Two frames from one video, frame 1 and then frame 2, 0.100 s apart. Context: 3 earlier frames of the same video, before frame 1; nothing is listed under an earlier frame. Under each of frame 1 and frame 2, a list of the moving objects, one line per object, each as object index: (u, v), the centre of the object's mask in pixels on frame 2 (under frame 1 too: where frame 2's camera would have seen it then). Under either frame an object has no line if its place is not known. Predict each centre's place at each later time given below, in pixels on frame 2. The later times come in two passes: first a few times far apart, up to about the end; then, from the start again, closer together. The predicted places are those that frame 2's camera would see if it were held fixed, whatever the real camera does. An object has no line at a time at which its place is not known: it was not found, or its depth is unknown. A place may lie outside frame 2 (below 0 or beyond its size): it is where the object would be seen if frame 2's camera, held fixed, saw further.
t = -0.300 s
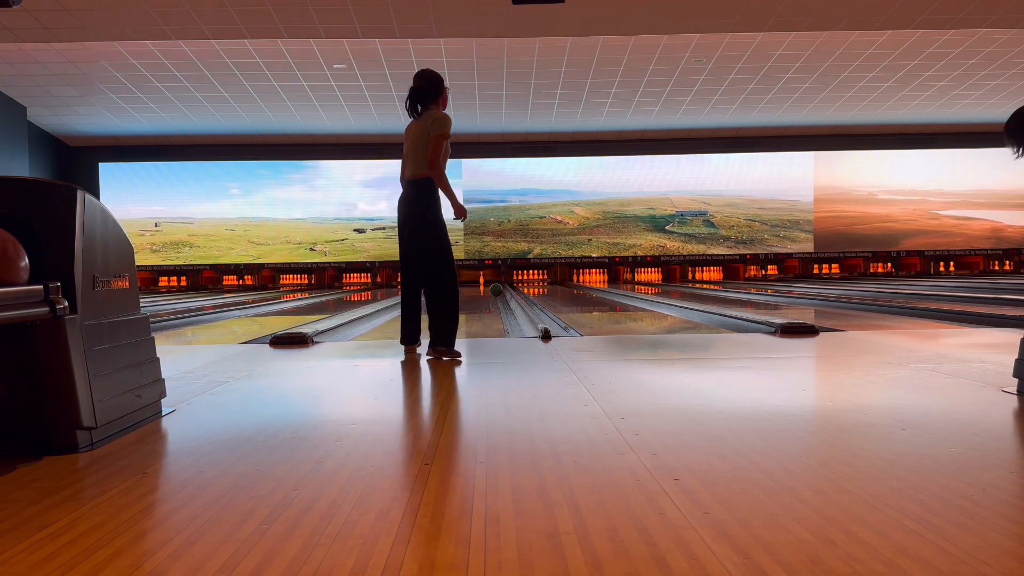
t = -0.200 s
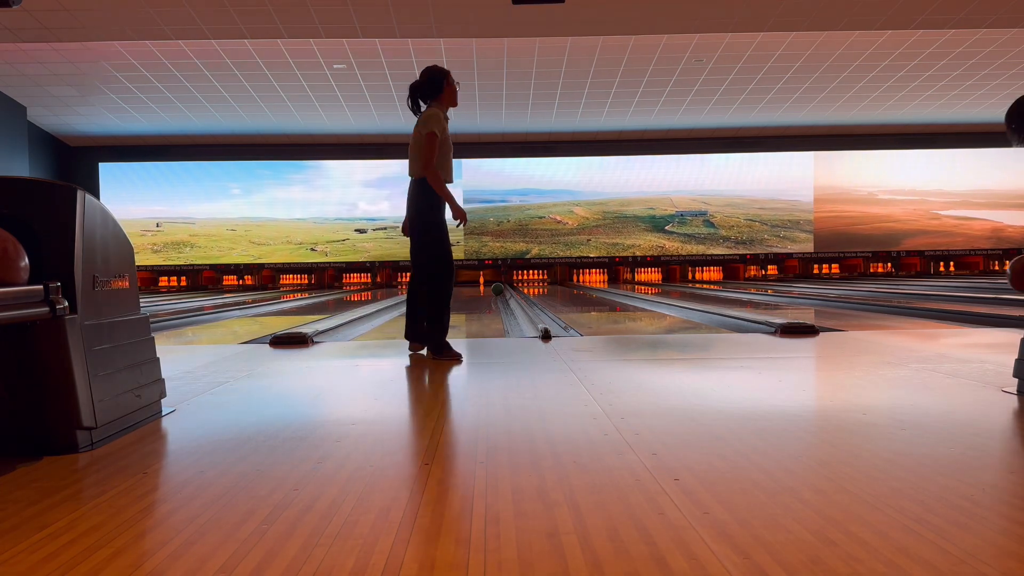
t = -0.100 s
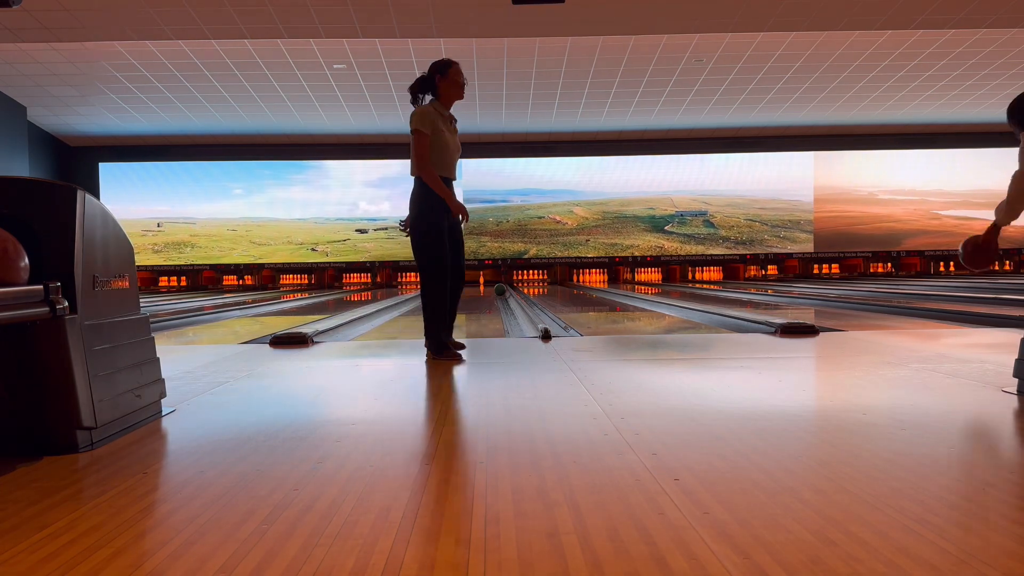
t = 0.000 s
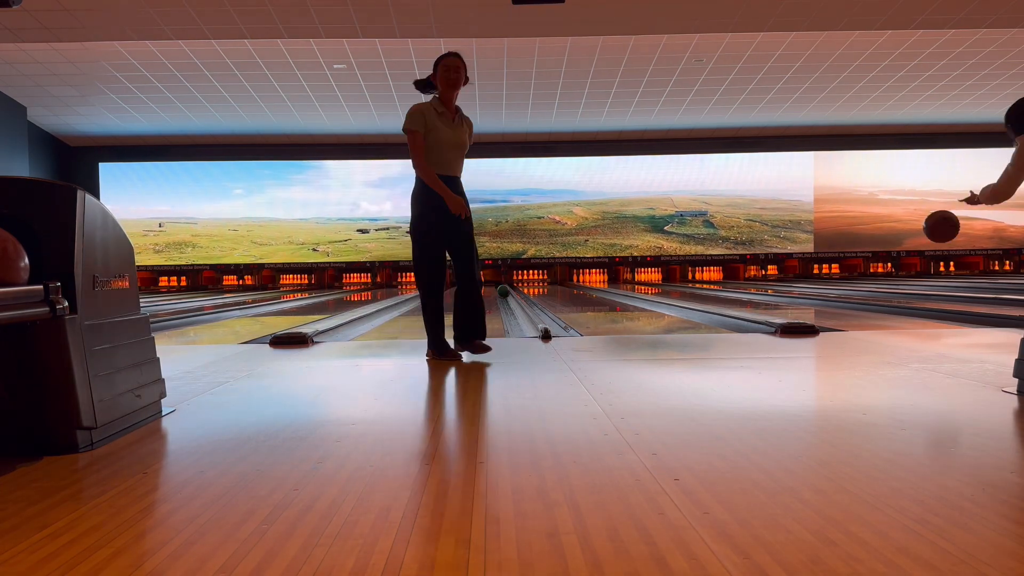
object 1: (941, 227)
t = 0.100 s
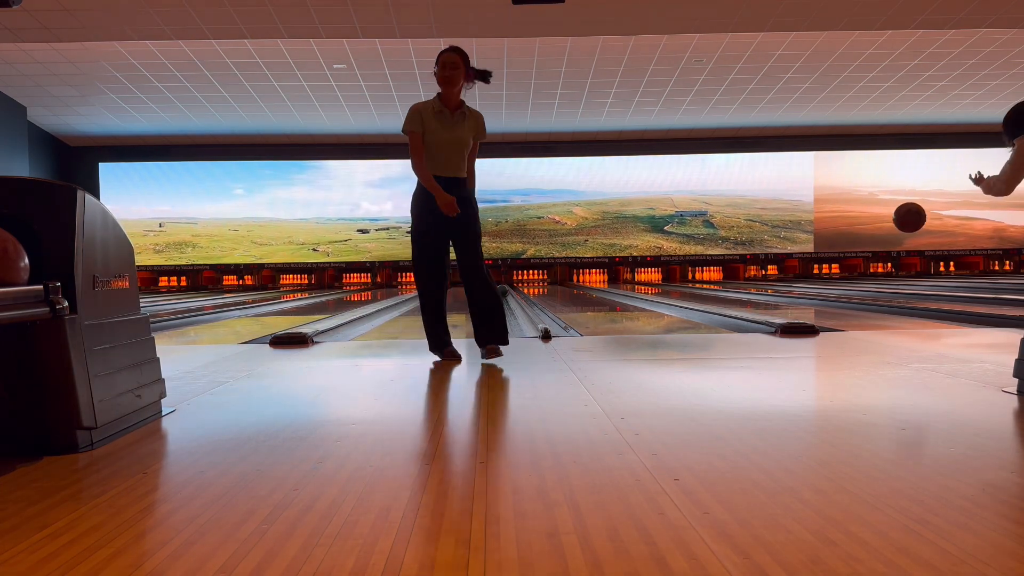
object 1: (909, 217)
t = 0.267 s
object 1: (866, 233)
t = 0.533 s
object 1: (814, 299)
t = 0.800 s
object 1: (776, 296)
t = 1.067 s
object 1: (748, 293)
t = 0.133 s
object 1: (900, 218)
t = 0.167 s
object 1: (891, 220)
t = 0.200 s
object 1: (882, 223)
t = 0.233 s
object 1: (874, 227)
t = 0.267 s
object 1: (866, 233)
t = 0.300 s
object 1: (858, 239)
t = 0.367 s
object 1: (844, 255)
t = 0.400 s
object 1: (838, 265)
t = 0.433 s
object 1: (831, 275)
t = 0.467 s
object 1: (825, 287)
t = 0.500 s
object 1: (819, 299)
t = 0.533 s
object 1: (814, 299)
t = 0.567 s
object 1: (808, 298)
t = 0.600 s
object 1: (803, 297)
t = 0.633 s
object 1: (798, 298)
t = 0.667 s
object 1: (793, 298)
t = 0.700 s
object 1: (789, 297)
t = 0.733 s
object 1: (784, 297)
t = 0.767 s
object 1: (780, 297)
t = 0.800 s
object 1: (776, 296)
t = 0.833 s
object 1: (772, 296)
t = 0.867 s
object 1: (768, 295)
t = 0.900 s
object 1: (765, 295)
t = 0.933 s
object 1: (761, 295)
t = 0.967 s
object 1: (758, 294)
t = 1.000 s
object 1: (754, 294)
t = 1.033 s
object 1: (751, 293)
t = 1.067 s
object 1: (748, 293)
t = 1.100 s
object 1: (745, 293)
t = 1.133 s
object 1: (742, 292)
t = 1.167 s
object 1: (740, 292)
